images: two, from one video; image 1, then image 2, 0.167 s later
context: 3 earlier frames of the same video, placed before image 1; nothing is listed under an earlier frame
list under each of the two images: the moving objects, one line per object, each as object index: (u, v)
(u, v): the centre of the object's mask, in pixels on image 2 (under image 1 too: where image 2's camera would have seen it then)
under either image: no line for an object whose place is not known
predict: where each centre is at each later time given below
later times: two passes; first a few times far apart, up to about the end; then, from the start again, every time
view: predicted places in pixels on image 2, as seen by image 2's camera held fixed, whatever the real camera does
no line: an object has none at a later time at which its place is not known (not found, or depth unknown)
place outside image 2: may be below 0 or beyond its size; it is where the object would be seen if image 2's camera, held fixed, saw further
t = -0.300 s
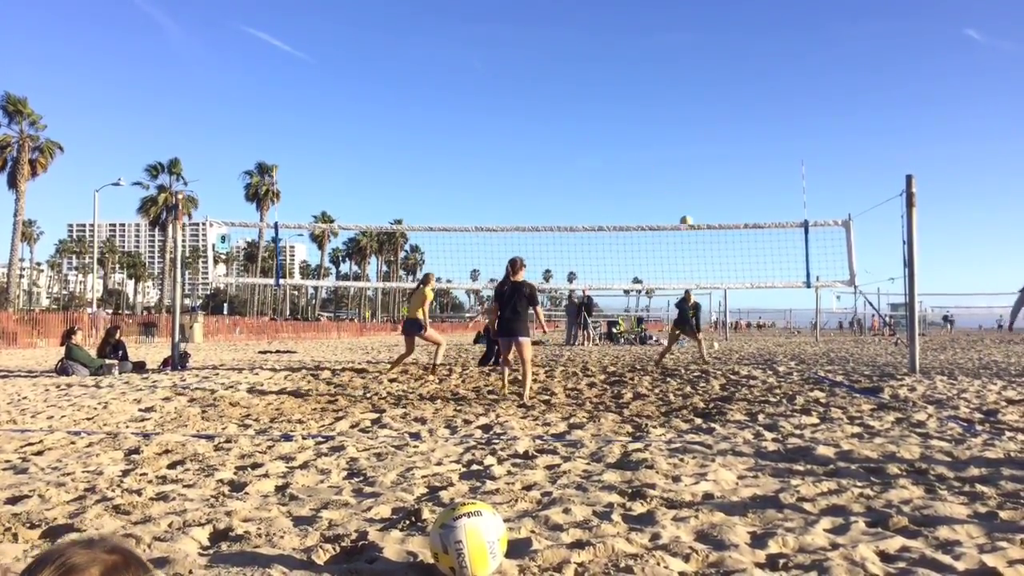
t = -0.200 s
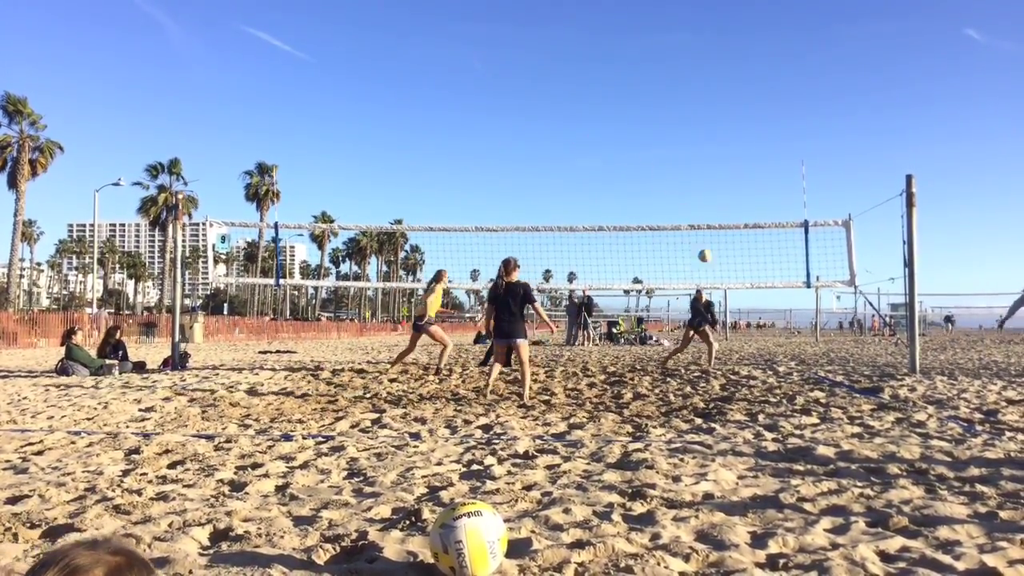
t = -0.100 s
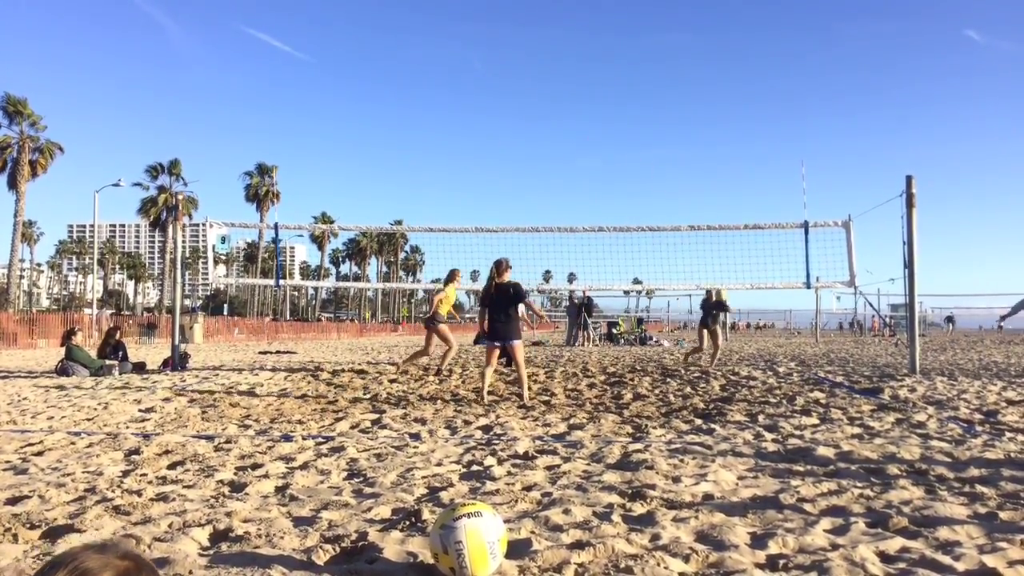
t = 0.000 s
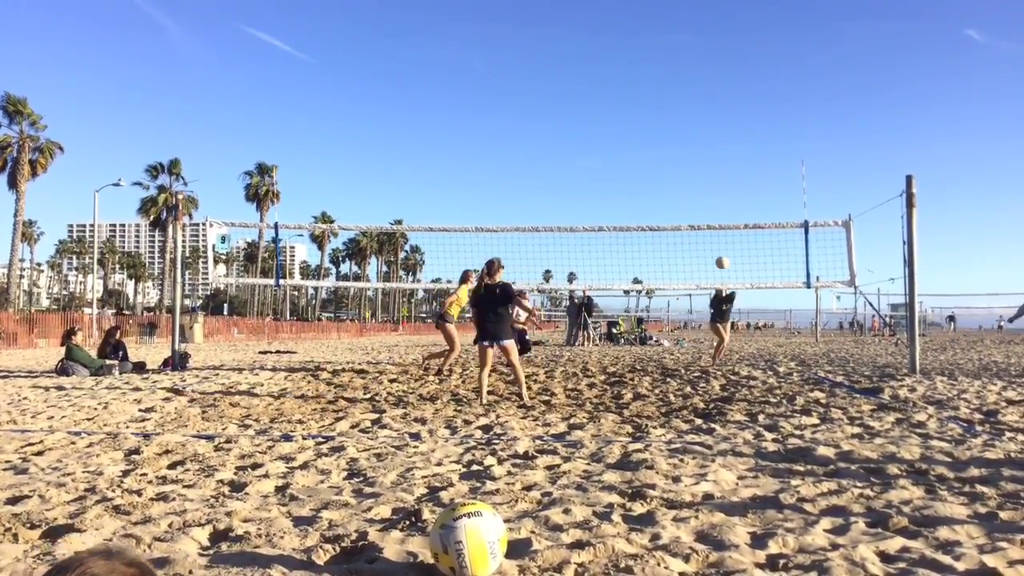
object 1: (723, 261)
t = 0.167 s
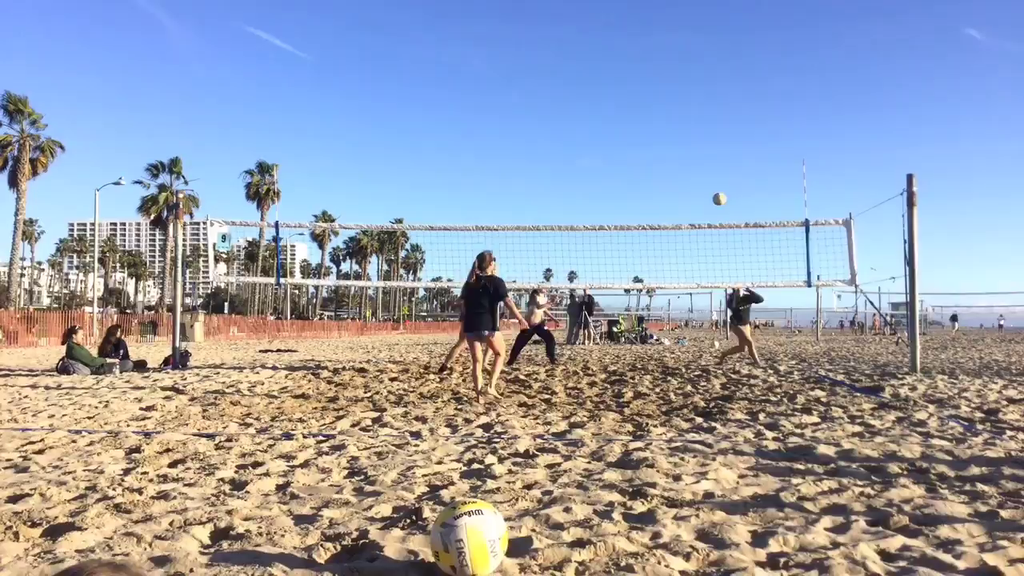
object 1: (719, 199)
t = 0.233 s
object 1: (717, 178)
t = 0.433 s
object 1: (710, 130)
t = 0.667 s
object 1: (699, 103)
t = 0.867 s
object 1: (688, 106)
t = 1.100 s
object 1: (672, 139)
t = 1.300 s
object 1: (657, 190)
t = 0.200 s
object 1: (718, 188)
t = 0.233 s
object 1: (717, 178)
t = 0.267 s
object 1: (716, 168)
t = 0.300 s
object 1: (715, 159)
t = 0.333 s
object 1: (714, 151)
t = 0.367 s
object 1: (713, 143)
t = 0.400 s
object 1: (711, 136)
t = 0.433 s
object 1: (710, 130)
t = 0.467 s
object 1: (709, 124)
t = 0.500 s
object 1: (707, 119)
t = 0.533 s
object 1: (706, 115)
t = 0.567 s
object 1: (704, 111)
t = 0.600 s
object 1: (702, 108)
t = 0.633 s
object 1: (701, 105)
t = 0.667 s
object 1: (699, 103)
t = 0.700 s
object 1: (697, 102)
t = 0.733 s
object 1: (695, 102)
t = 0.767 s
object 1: (693, 102)
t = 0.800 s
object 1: (692, 103)
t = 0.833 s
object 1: (690, 104)
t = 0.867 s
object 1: (688, 106)
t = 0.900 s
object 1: (685, 108)
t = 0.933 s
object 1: (683, 112)
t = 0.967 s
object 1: (681, 116)
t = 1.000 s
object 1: (679, 121)
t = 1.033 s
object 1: (676, 126)
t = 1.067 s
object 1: (674, 132)
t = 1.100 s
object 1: (672, 139)
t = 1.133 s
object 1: (670, 146)
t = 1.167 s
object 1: (667, 153)
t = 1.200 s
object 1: (664, 162)
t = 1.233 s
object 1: (662, 171)
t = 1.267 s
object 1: (659, 180)
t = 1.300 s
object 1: (657, 190)
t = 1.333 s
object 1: (654, 201)
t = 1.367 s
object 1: (651, 213)
